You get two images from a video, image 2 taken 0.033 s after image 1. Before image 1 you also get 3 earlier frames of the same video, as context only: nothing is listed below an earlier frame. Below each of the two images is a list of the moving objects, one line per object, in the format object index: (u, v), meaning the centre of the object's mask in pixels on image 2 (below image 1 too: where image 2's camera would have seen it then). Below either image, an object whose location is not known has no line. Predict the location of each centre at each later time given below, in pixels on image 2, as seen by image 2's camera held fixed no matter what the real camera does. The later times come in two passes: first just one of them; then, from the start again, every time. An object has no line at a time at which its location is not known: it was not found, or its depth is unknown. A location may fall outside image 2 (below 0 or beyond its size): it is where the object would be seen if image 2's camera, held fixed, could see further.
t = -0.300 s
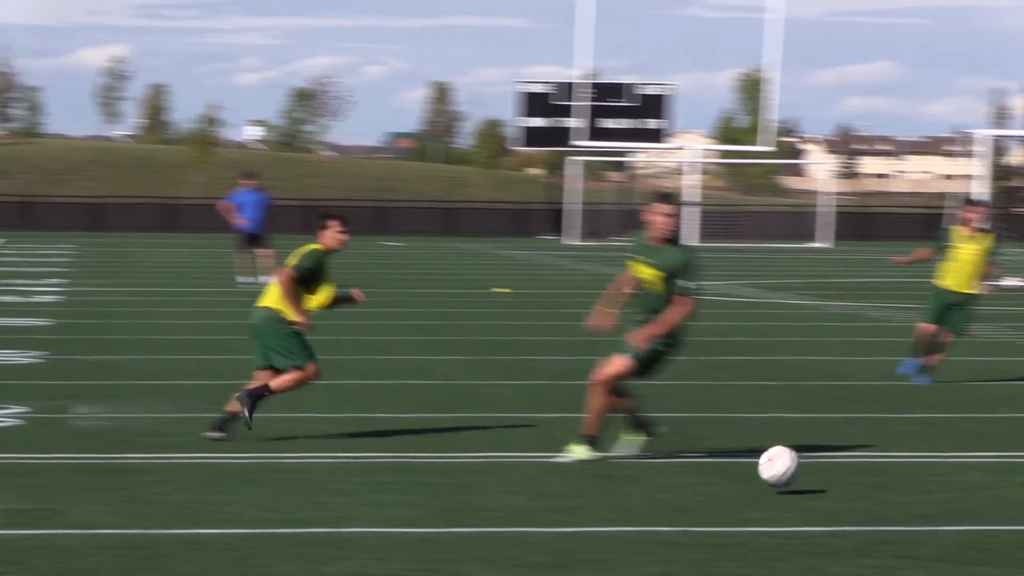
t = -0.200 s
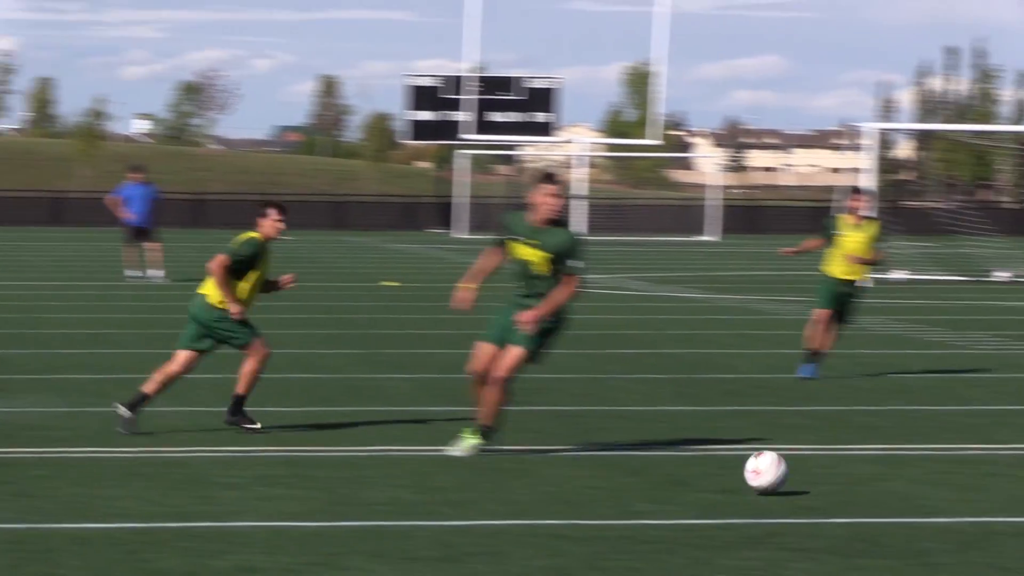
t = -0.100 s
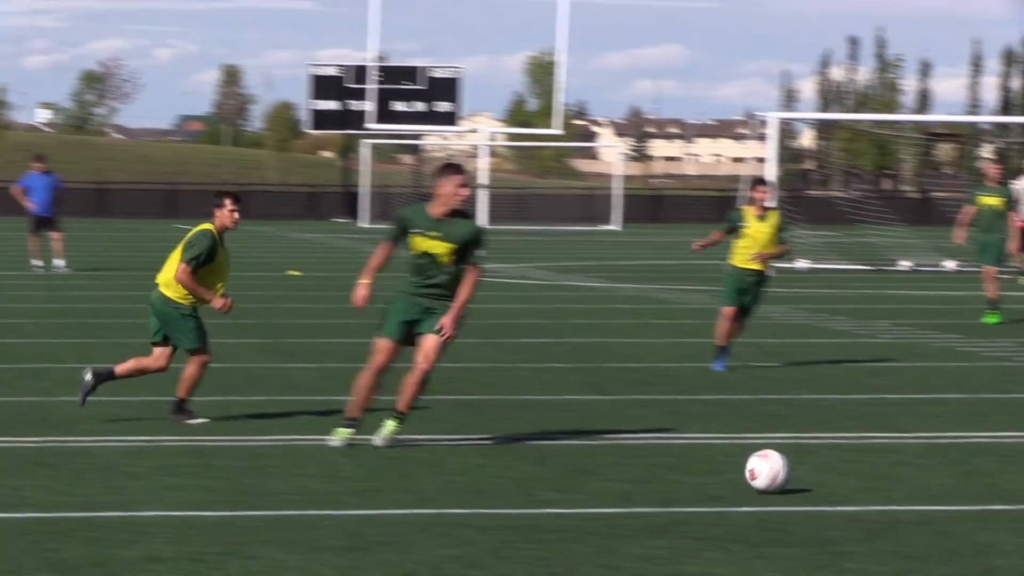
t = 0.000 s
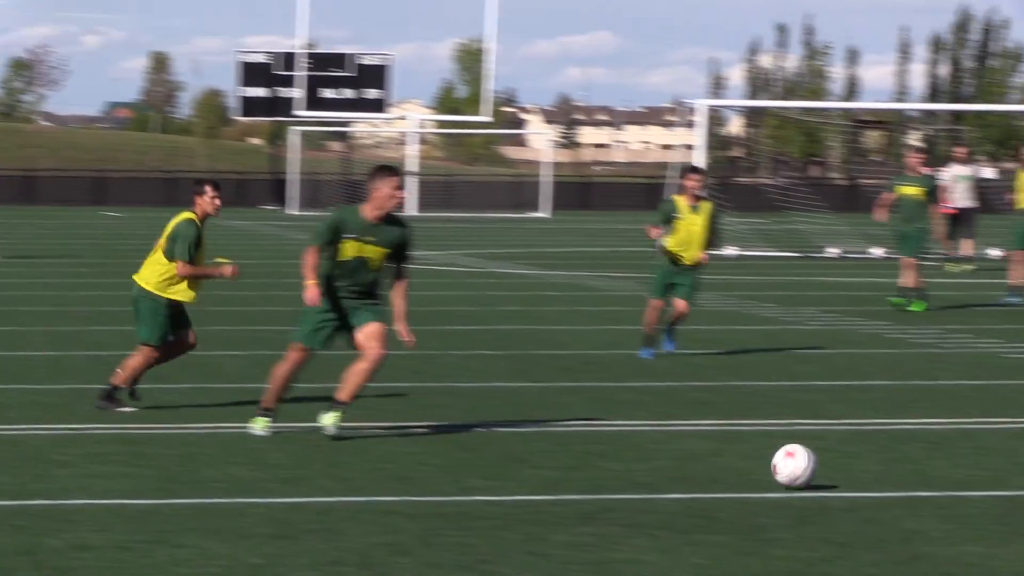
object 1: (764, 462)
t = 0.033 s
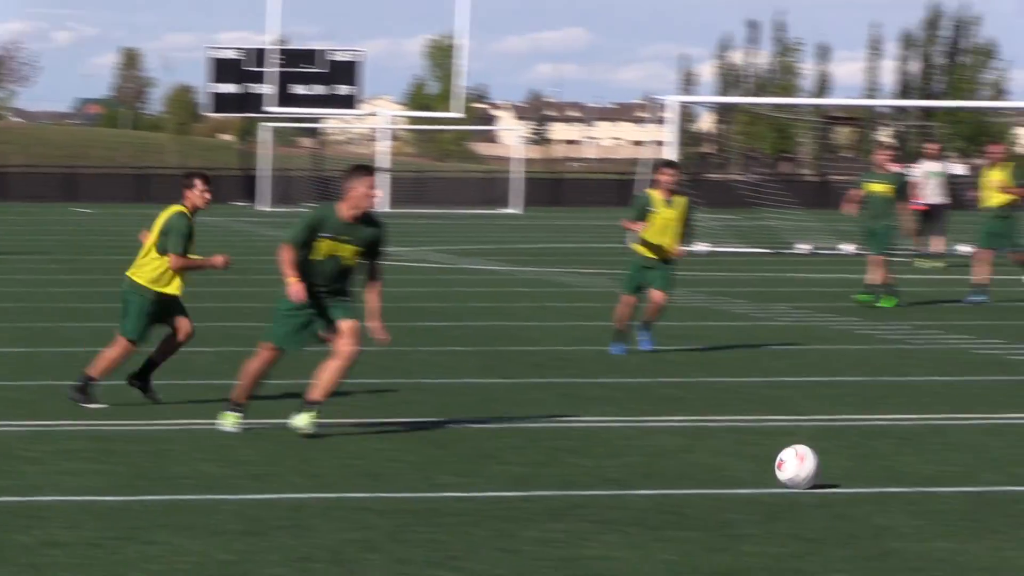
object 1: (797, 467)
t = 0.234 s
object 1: (1009, 485)
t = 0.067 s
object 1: (832, 470)
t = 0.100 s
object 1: (866, 473)
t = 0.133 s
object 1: (901, 476)
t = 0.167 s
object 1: (938, 481)
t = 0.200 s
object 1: (973, 483)
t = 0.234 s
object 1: (1009, 485)
